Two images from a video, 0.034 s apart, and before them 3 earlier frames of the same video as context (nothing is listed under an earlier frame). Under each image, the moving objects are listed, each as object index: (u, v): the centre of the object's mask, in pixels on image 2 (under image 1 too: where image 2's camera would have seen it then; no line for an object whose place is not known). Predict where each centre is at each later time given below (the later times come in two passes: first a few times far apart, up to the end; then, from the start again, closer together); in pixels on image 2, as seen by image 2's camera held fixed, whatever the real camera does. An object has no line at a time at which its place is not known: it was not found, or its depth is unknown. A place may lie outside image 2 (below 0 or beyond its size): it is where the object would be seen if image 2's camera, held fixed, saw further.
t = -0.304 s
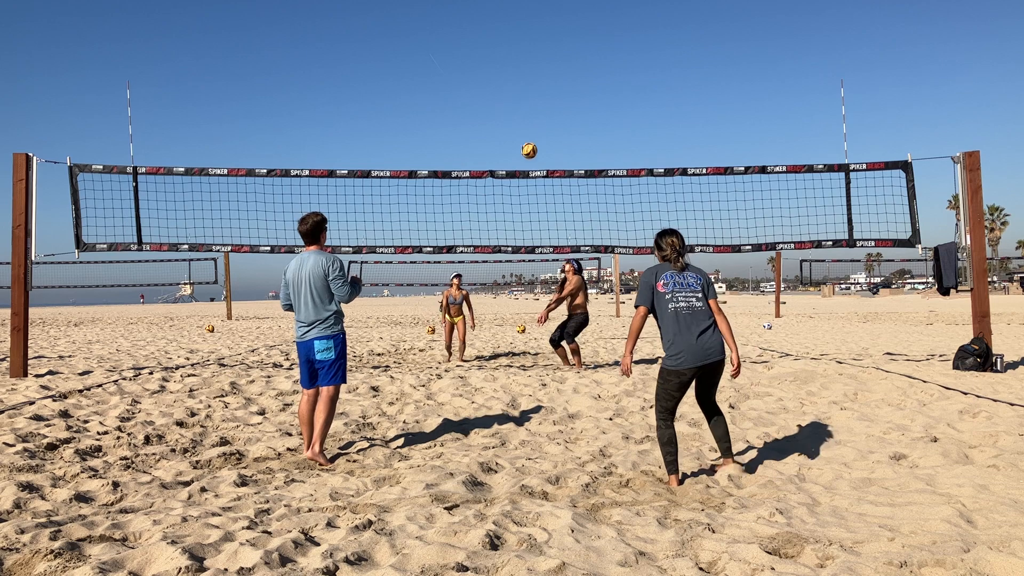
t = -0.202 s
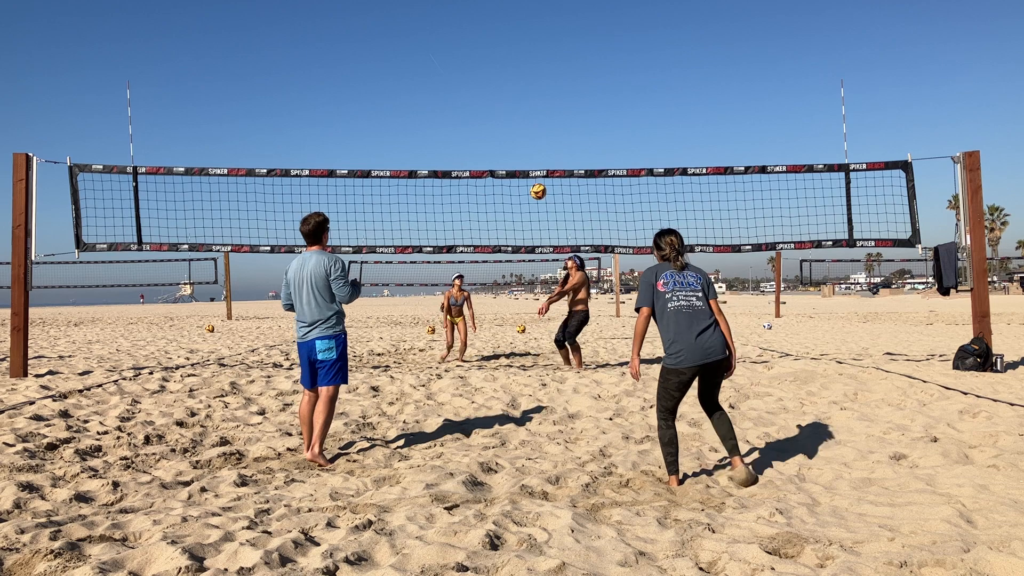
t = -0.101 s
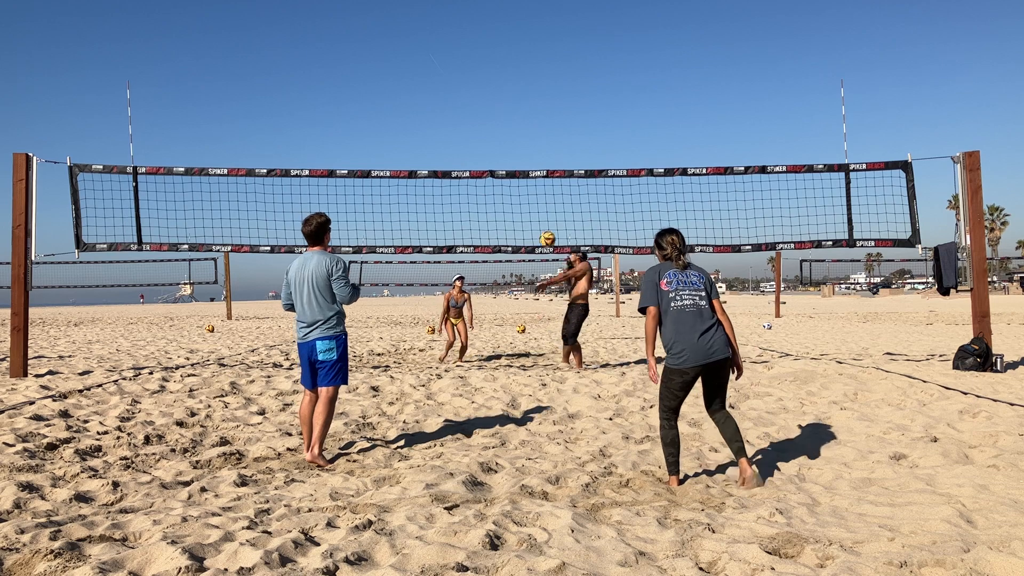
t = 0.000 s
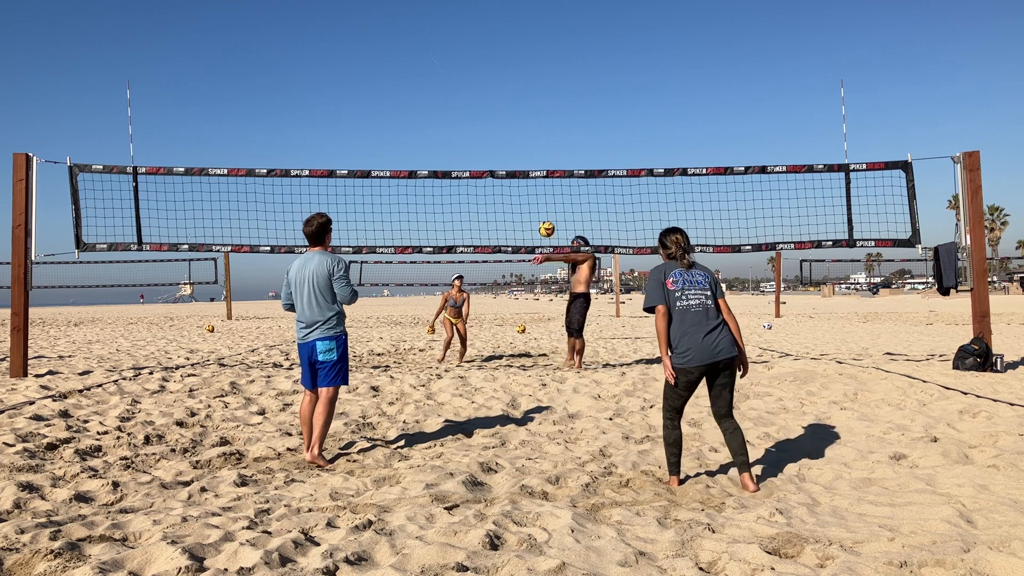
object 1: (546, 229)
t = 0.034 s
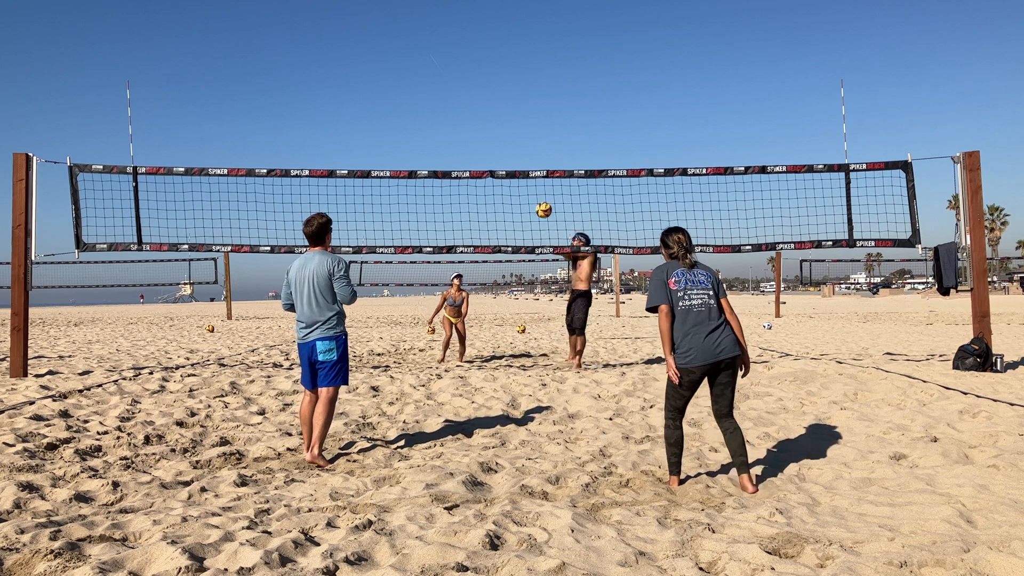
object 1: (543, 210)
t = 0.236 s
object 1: (529, 113)
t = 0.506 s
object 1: (514, 34)
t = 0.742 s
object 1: (503, 10)
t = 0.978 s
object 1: (493, 28)
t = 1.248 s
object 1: (485, 99)
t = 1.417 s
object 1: (482, 166)
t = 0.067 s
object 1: (541, 192)
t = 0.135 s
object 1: (536, 158)
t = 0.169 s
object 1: (533, 142)
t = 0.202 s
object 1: (531, 127)
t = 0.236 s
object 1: (529, 113)
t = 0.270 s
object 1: (527, 100)
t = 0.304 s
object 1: (525, 88)
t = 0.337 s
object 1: (523, 77)
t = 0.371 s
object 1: (521, 67)
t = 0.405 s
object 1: (520, 57)
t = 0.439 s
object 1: (518, 49)
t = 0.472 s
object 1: (516, 41)
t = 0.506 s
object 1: (514, 34)
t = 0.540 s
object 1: (513, 28)
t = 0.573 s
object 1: (511, 23)
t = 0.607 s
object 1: (509, 19)
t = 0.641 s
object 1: (508, 15)
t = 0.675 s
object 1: (506, 13)
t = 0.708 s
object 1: (504, 11)
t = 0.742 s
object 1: (503, 10)
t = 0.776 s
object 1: (502, 10)
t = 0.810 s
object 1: (500, 11)
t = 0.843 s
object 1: (499, 12)
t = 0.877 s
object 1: (497, 15)
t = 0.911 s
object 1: (496, 19)
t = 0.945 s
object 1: (495, 23)
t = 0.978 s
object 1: (493, 28)
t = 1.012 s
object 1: (492, 34)
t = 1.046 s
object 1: (491, 41)
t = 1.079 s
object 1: (490, 48)
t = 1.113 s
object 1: (489, 57)
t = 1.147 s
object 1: (488, 66)
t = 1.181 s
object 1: (487, 76)
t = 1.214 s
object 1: (486, 87)
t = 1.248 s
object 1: (485, 99)
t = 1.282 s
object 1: (484, 111)
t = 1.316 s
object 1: (484, 124)
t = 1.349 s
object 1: (483, 138)
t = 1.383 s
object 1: (482, 153)
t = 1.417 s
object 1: (482, 166)
